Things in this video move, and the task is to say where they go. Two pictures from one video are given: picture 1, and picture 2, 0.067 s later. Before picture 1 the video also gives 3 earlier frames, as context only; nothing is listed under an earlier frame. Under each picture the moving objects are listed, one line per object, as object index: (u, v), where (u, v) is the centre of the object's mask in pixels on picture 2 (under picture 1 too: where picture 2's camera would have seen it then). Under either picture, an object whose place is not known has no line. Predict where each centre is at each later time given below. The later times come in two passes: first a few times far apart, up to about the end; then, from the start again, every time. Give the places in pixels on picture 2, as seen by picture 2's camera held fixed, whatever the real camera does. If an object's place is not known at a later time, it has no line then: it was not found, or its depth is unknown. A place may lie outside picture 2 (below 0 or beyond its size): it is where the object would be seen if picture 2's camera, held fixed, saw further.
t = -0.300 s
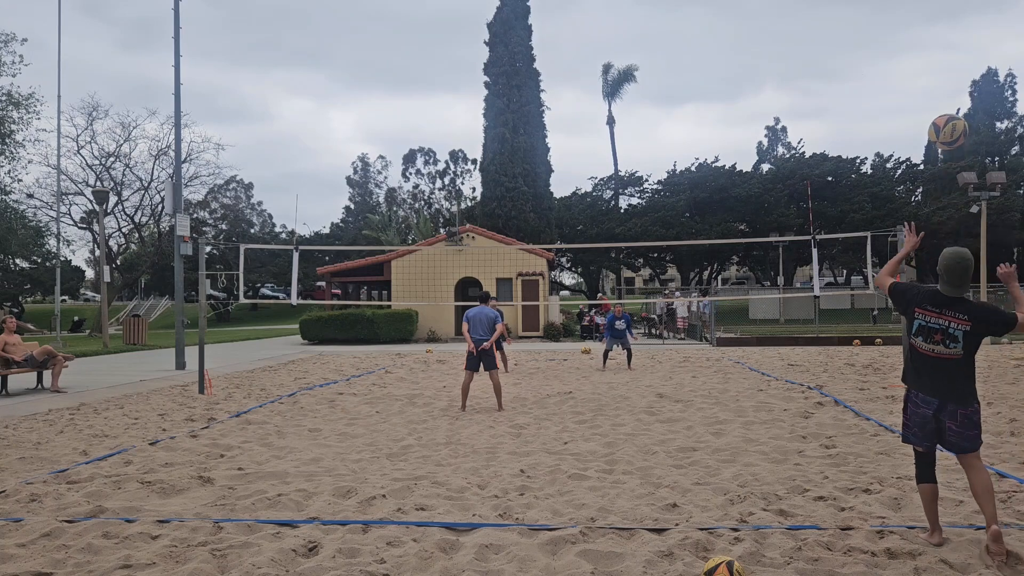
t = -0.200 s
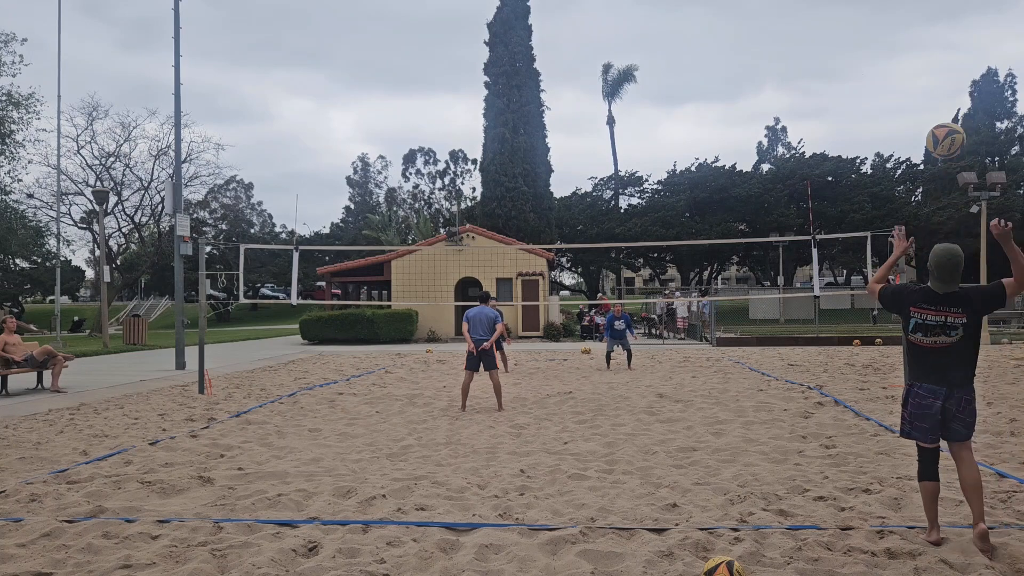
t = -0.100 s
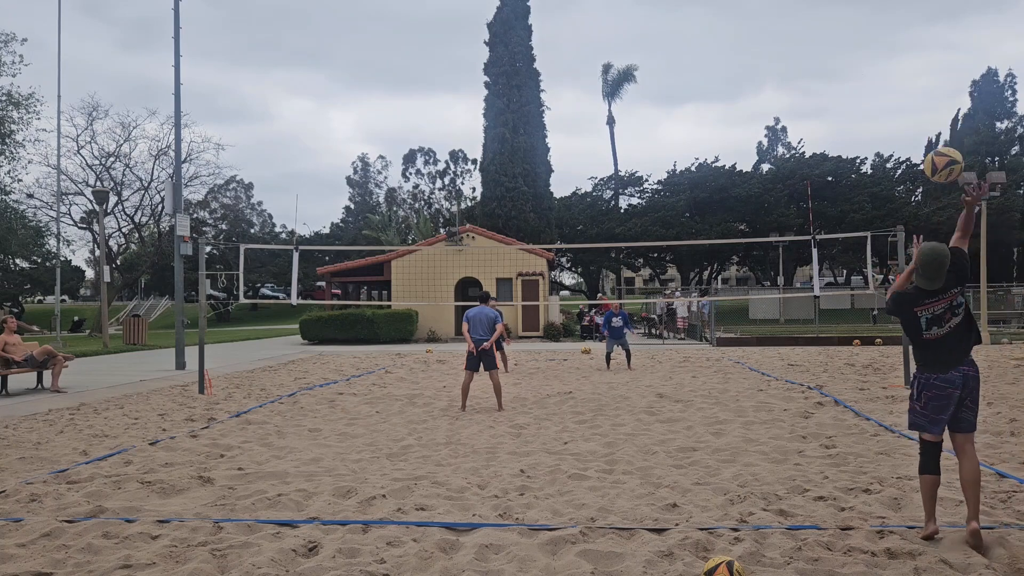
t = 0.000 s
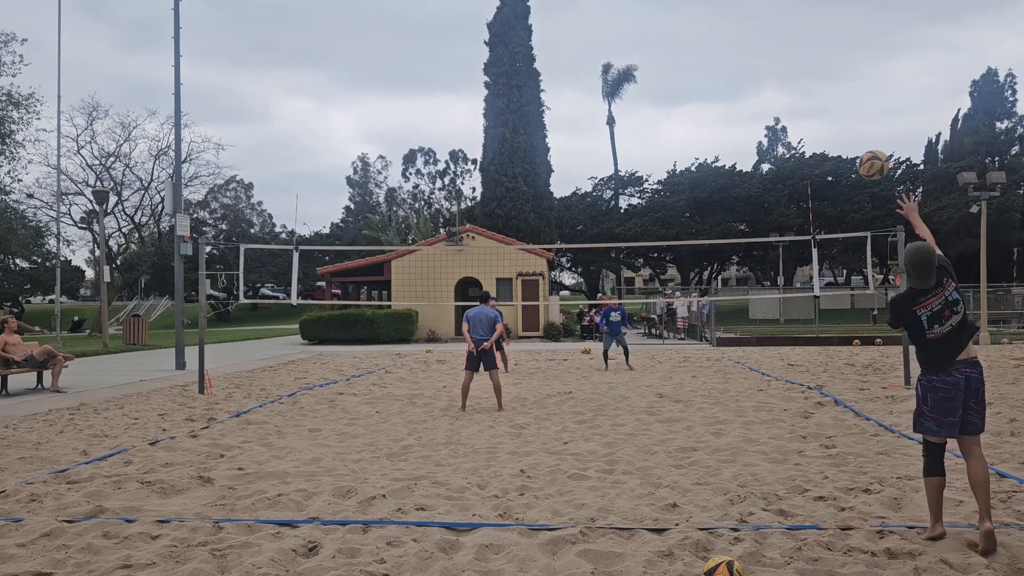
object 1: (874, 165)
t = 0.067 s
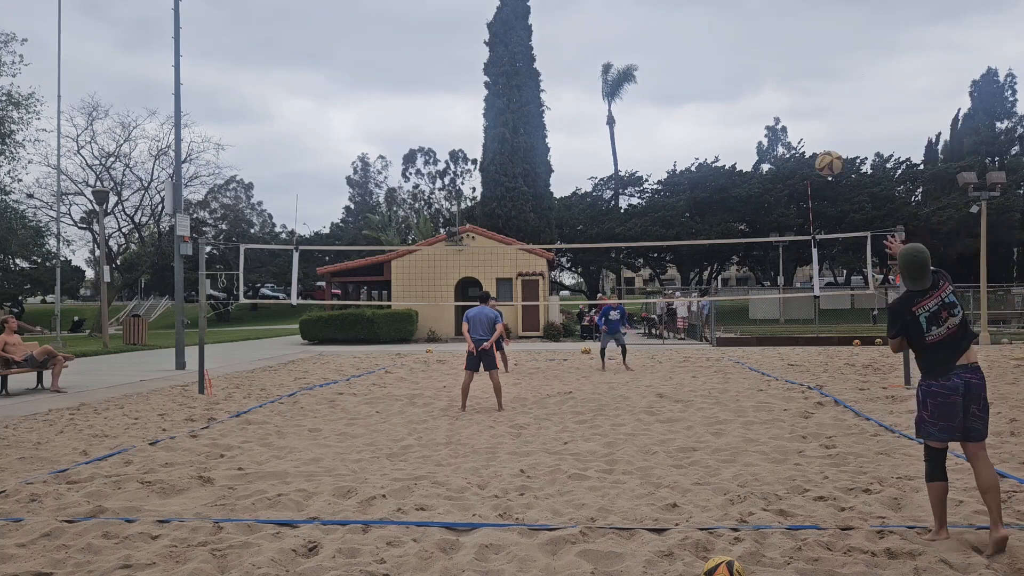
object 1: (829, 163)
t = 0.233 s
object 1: (760, 173)
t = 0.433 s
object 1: (717, 201)
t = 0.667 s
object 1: (692, 245)
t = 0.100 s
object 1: (811, 164)
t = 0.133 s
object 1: (796, 166)
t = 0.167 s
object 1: (782, 168)
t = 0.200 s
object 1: (770, 170)
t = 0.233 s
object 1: (760, 173)
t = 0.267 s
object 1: (750, 177)
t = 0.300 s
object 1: (742, 181)
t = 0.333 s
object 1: (735, 186)
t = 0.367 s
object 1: (728, 191)
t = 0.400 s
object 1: (723, 196)
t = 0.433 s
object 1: (717, 201)
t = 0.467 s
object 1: (713, 207)
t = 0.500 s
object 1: (709, 213)
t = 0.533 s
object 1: (705, 219)
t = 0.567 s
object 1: (701, 226)
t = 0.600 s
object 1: (698, 232)
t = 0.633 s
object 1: (695, 238)
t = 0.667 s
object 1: (692, 245)
